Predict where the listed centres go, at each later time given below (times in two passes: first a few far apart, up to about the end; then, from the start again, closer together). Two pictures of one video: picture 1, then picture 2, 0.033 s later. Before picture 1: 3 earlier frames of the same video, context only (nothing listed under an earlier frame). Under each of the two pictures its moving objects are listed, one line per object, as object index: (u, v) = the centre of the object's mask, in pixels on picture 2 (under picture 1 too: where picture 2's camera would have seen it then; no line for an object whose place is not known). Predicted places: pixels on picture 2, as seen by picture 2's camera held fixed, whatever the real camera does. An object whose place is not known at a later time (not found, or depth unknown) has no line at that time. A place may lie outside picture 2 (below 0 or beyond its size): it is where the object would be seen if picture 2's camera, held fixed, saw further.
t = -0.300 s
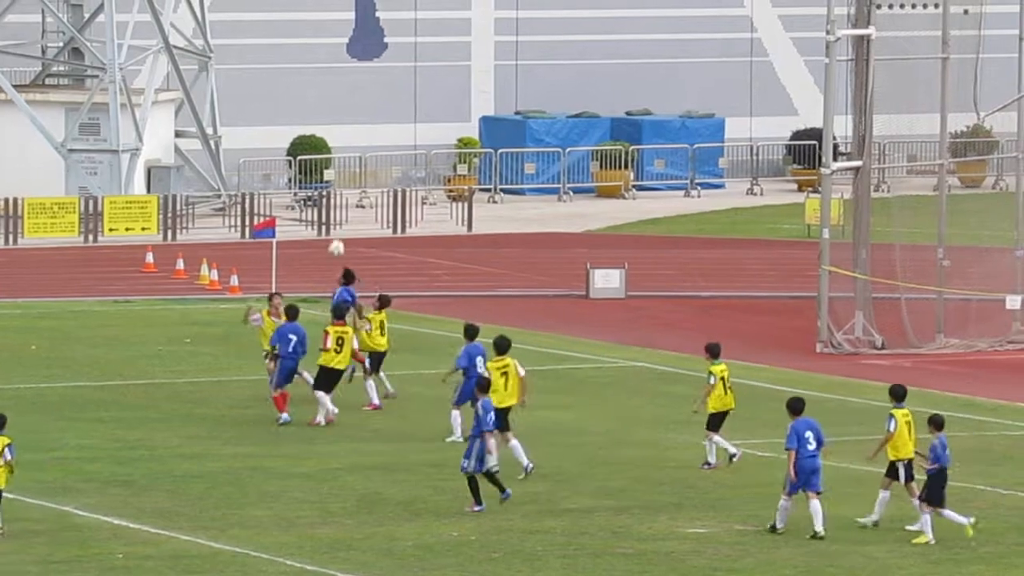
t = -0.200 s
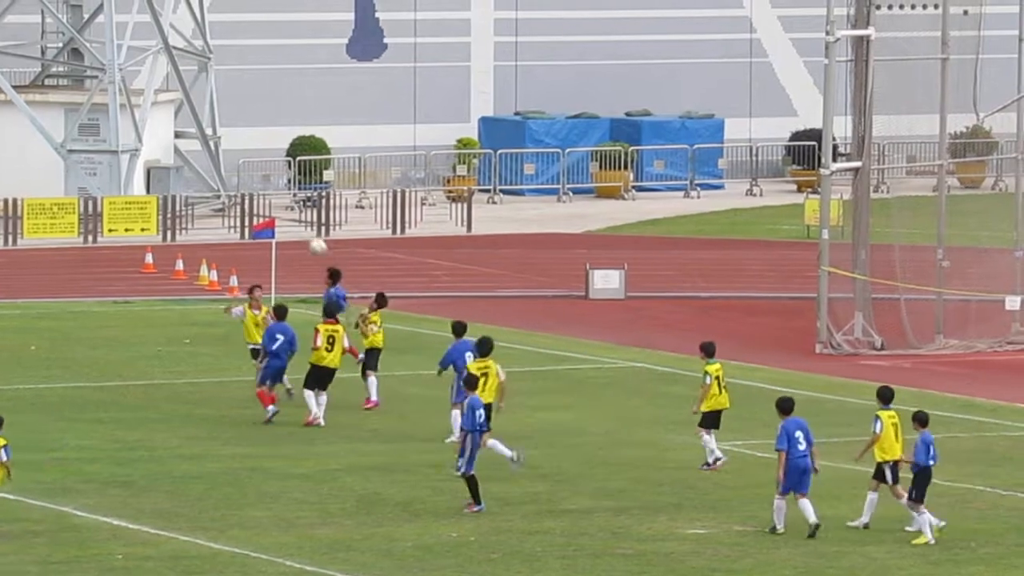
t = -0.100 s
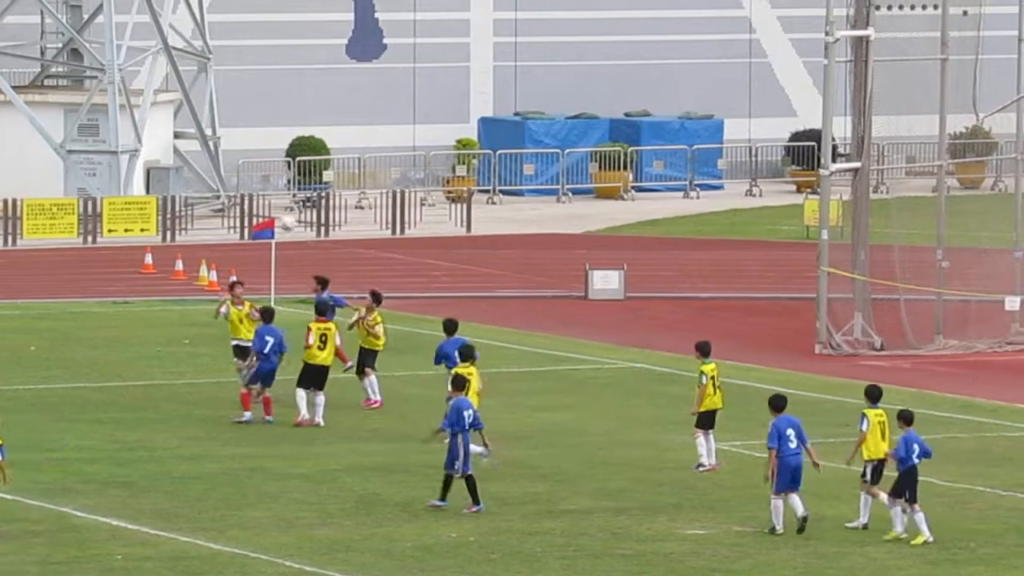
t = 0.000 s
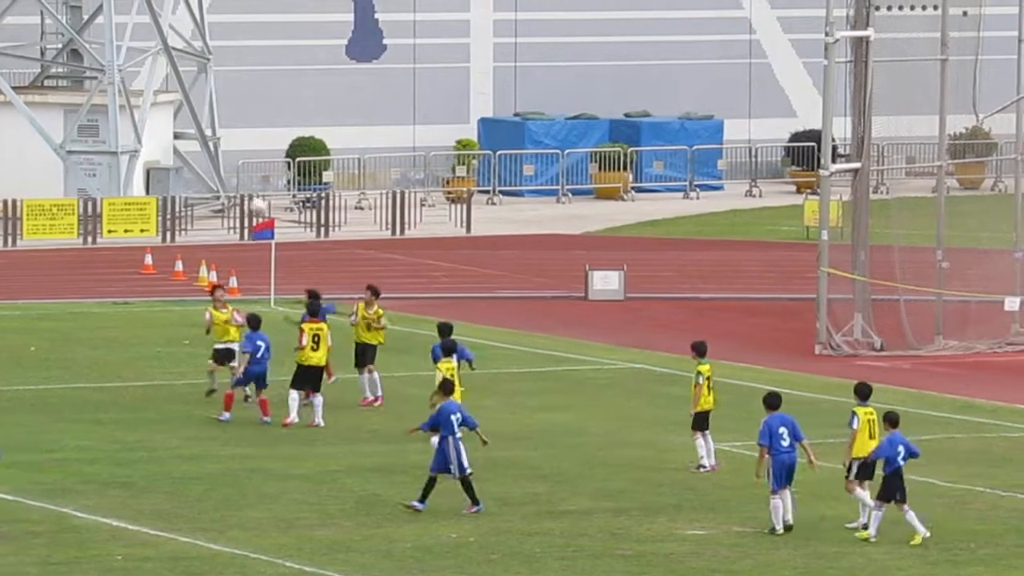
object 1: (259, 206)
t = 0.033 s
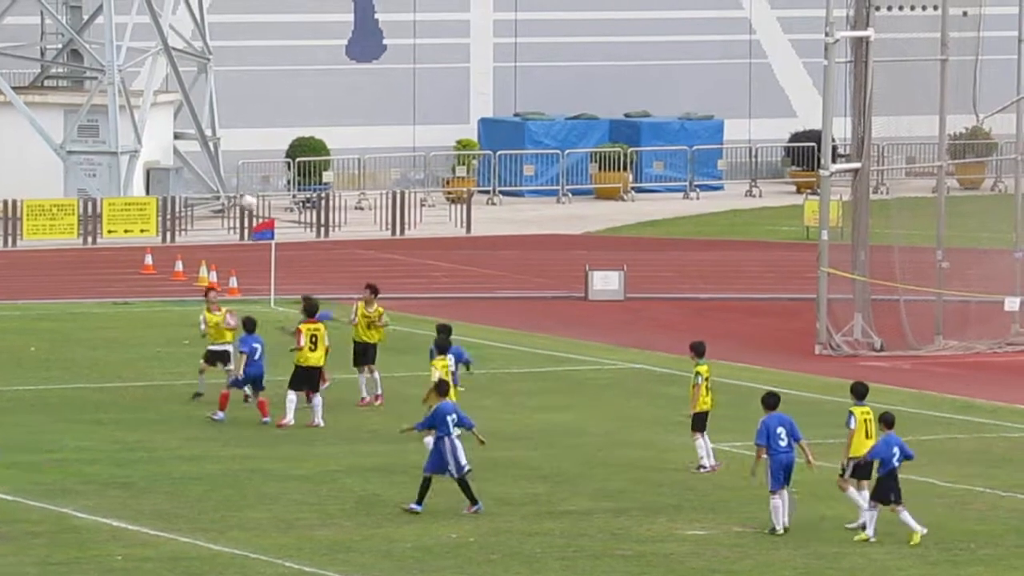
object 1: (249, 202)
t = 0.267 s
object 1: (183, 196)
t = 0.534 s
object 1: (110, 240)
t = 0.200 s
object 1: (201, 193)
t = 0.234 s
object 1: (192, 195)
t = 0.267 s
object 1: (183, 196)
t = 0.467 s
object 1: (127, 224)
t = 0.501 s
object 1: (118, 232)
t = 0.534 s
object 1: (110, 240)
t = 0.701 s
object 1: (63, 293)
